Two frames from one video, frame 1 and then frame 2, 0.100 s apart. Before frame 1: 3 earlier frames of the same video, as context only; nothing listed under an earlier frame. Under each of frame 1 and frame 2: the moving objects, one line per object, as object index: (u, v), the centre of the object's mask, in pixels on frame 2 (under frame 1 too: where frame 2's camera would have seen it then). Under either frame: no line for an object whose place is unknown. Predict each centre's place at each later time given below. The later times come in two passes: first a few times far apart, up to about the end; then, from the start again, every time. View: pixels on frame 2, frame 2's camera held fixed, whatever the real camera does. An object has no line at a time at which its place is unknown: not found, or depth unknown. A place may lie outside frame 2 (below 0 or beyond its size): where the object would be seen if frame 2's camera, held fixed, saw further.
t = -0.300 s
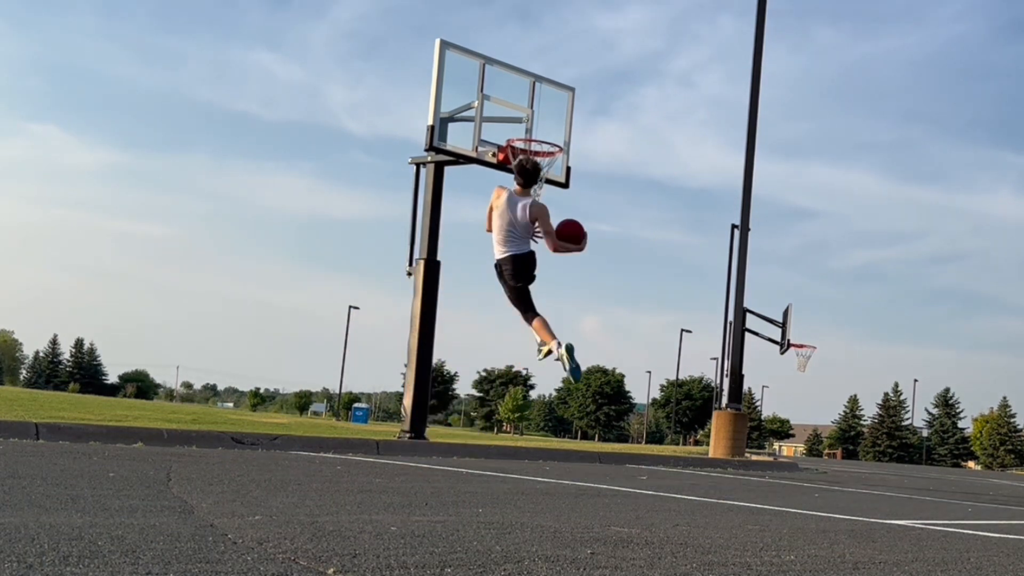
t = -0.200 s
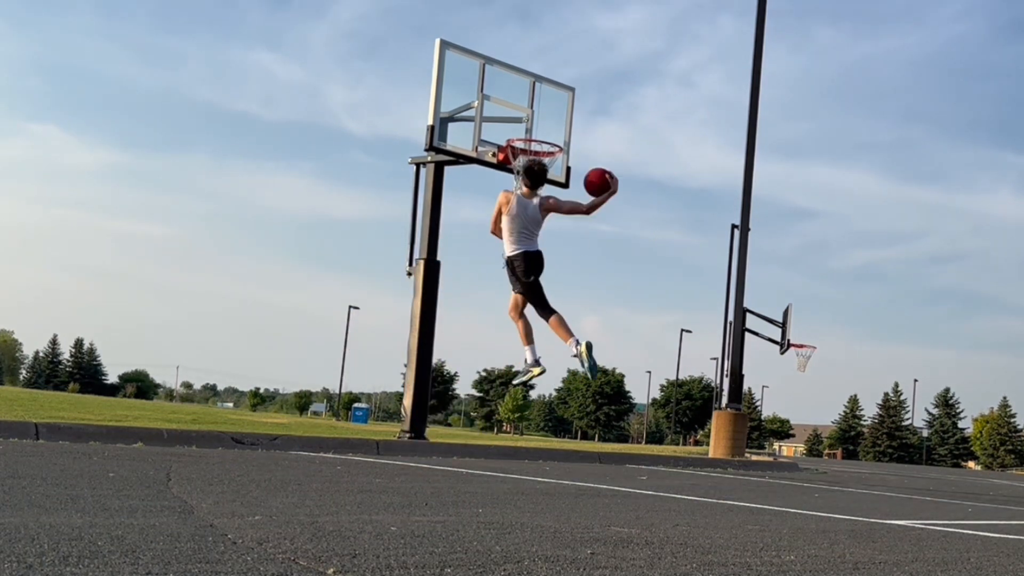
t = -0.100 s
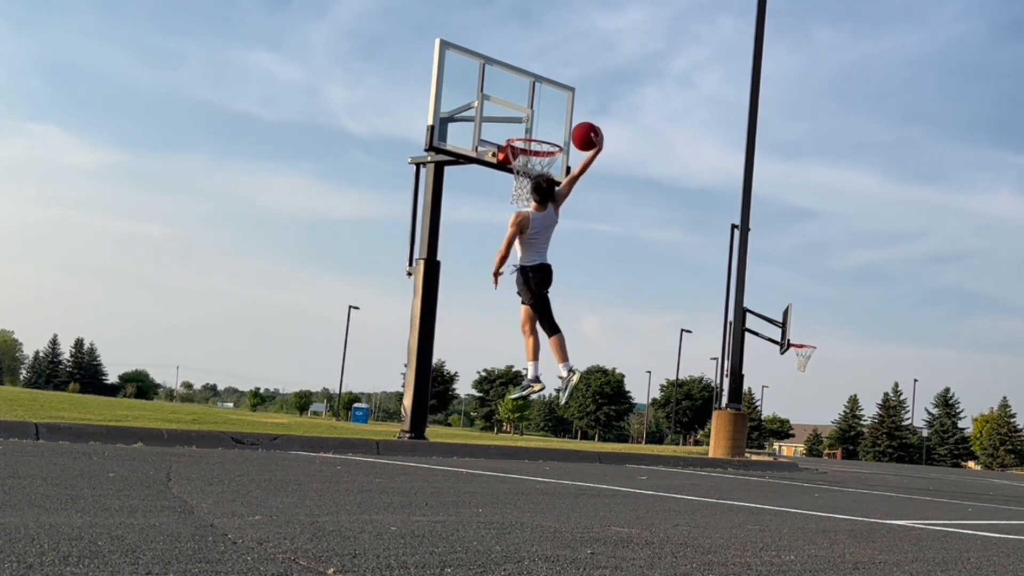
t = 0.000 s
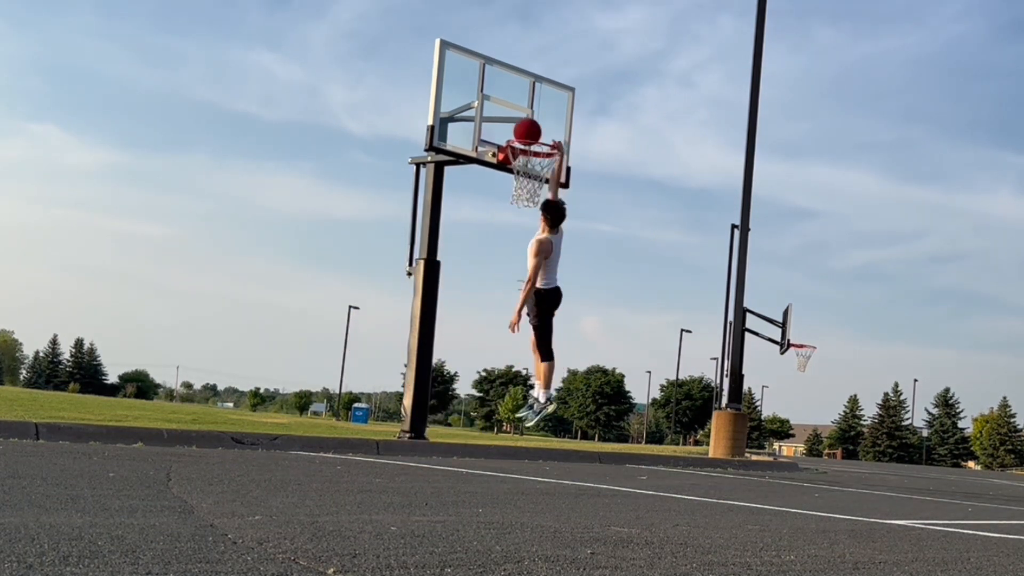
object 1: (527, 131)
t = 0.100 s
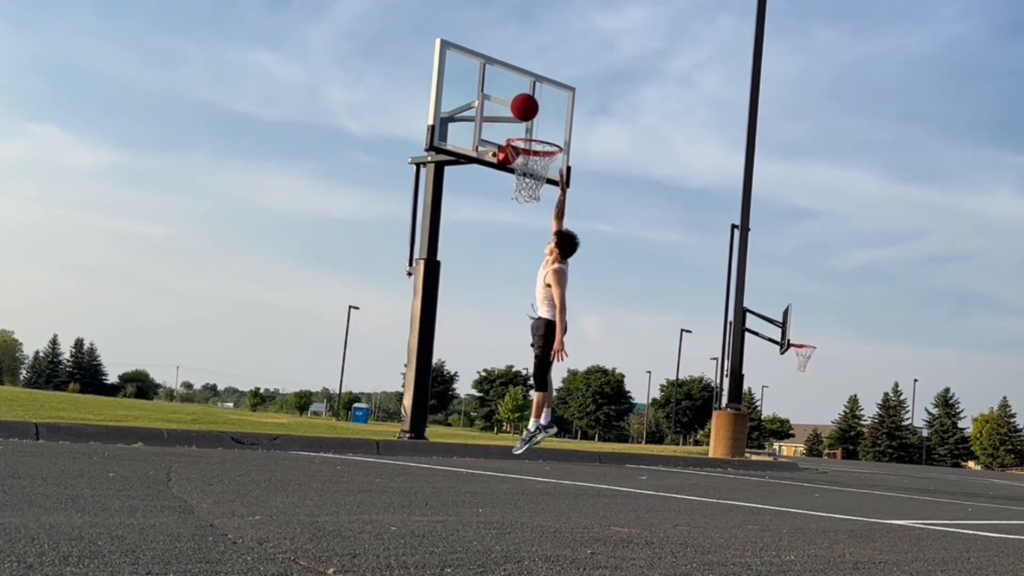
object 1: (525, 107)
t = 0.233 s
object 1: (557, 71)
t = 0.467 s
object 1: (612, 52)
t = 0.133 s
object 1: (533, 96)
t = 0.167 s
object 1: (541, 87)
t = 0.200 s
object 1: (549, 78)
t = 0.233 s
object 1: (557, 71)
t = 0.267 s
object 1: (565, 65)
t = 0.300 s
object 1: (573, 60)
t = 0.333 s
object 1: (581, 56)
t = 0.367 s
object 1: (588, 53)
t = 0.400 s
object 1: (596, 52)
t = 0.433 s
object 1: (604, 51)
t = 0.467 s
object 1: (612, 52)
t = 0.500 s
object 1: (619, 55)
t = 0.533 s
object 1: (627, 59)
